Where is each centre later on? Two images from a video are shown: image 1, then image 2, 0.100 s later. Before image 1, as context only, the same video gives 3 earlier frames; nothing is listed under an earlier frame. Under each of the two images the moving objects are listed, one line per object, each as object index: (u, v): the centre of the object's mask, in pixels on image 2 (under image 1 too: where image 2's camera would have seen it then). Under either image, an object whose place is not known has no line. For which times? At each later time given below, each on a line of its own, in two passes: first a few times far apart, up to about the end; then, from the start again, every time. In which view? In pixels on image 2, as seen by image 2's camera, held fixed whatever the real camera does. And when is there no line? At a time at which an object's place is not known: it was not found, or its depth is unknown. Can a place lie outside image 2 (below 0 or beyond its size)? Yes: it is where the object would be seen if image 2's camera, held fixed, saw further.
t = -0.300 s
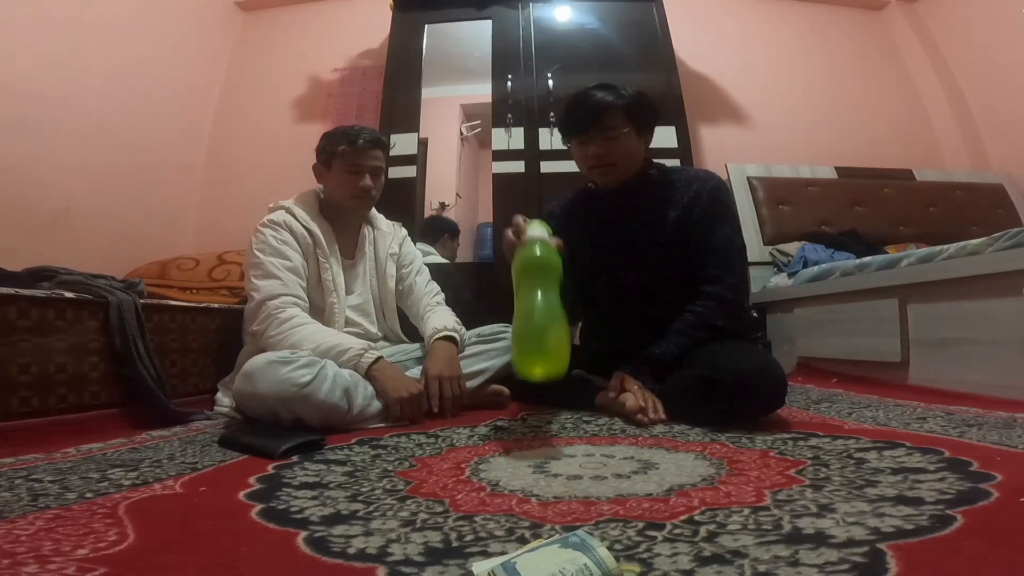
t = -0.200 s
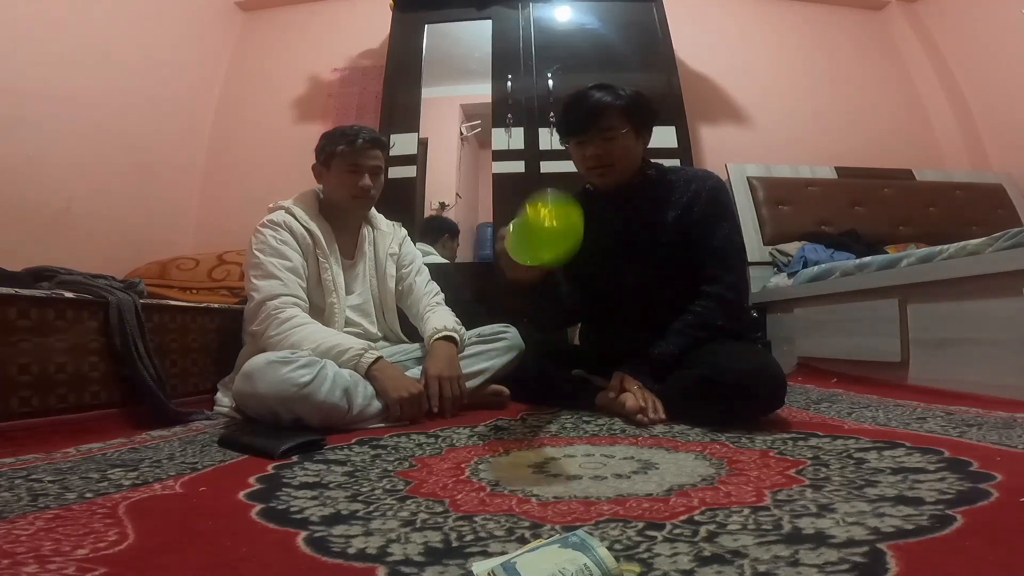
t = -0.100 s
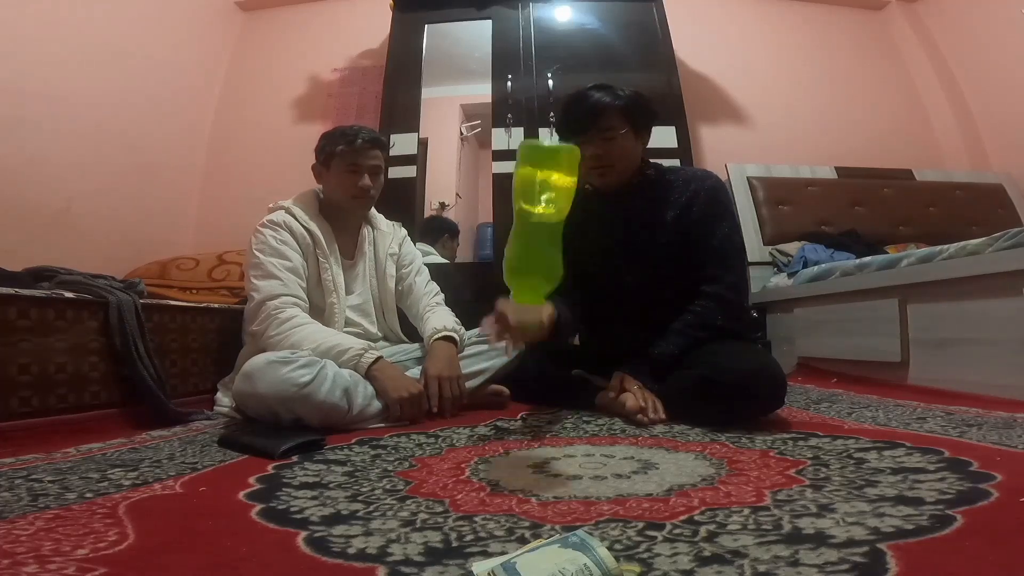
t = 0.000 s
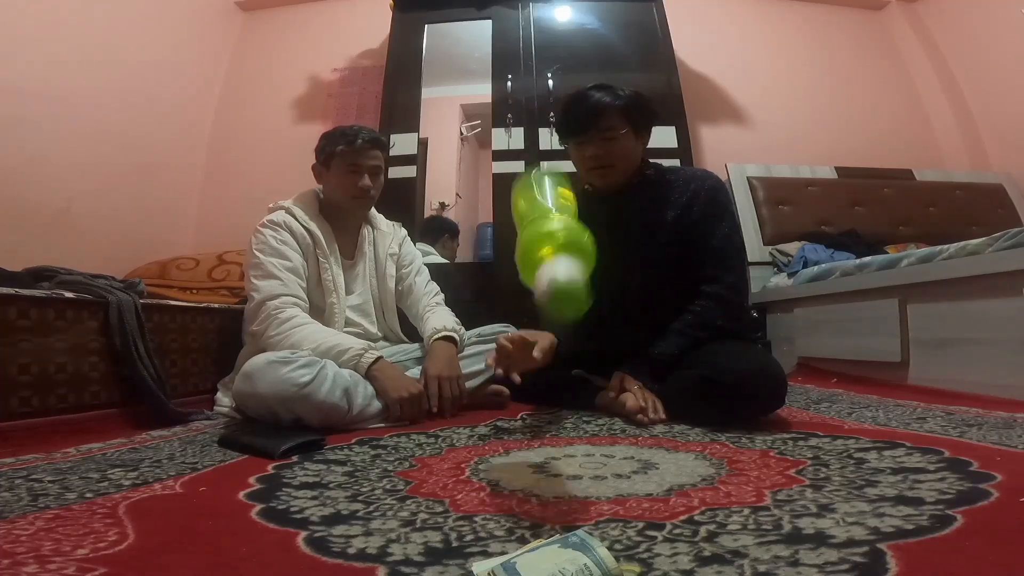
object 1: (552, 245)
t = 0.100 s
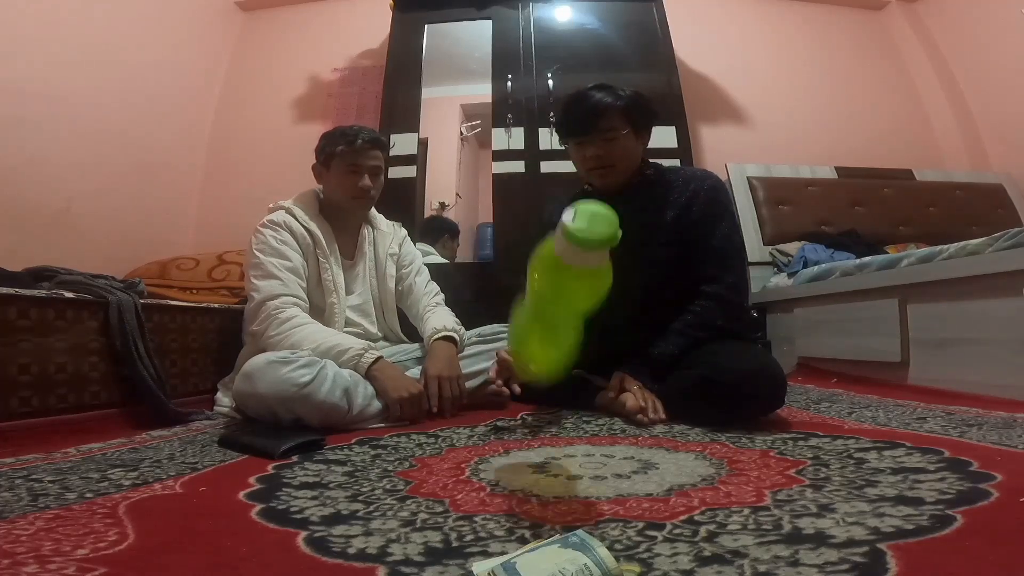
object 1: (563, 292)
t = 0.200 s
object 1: (572, 390)
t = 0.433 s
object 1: (616, 488)
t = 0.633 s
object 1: (616, 489)
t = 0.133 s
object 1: (563, 339)
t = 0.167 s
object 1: (565, 381)
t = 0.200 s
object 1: (572, 390)
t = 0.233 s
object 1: (577, 393)
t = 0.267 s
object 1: (584, 402)
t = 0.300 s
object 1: (593, 419)
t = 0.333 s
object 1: (598, 450)
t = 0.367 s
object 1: (606, 487)
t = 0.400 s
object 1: (613, 488)
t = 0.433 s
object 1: (616, 488)
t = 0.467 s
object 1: (614, 488)
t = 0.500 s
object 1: (614, 489)
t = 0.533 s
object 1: (614, 489)
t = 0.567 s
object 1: (615, 489)
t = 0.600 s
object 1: (615, 489)
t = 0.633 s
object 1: (616, 489)
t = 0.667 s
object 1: (616, 489)
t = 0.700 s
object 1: (616, 489)
